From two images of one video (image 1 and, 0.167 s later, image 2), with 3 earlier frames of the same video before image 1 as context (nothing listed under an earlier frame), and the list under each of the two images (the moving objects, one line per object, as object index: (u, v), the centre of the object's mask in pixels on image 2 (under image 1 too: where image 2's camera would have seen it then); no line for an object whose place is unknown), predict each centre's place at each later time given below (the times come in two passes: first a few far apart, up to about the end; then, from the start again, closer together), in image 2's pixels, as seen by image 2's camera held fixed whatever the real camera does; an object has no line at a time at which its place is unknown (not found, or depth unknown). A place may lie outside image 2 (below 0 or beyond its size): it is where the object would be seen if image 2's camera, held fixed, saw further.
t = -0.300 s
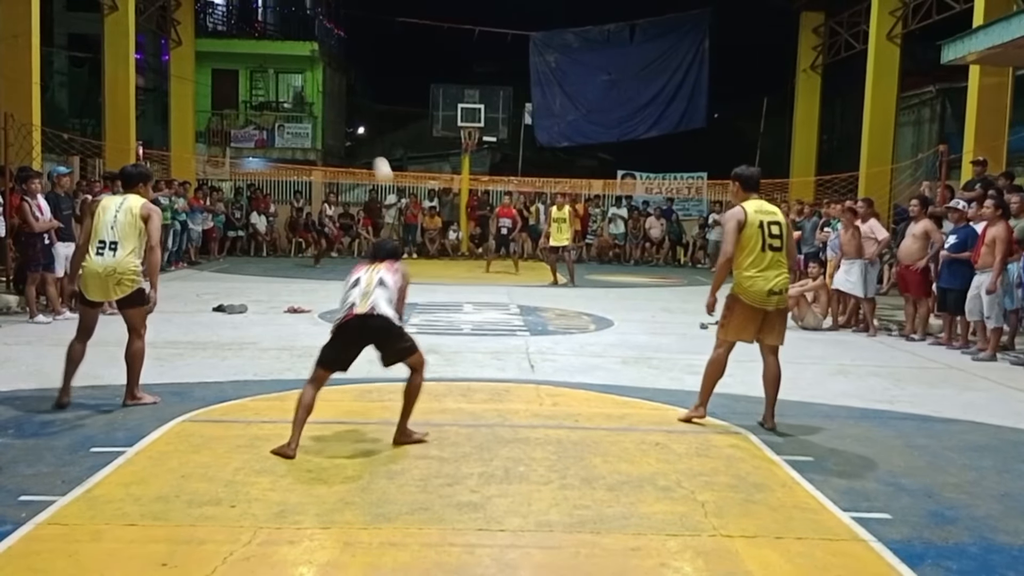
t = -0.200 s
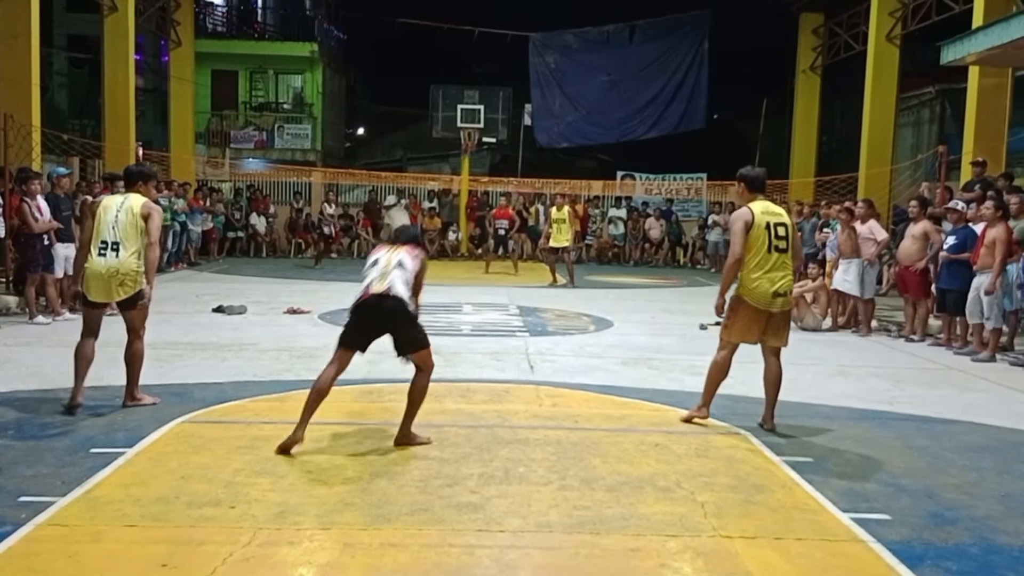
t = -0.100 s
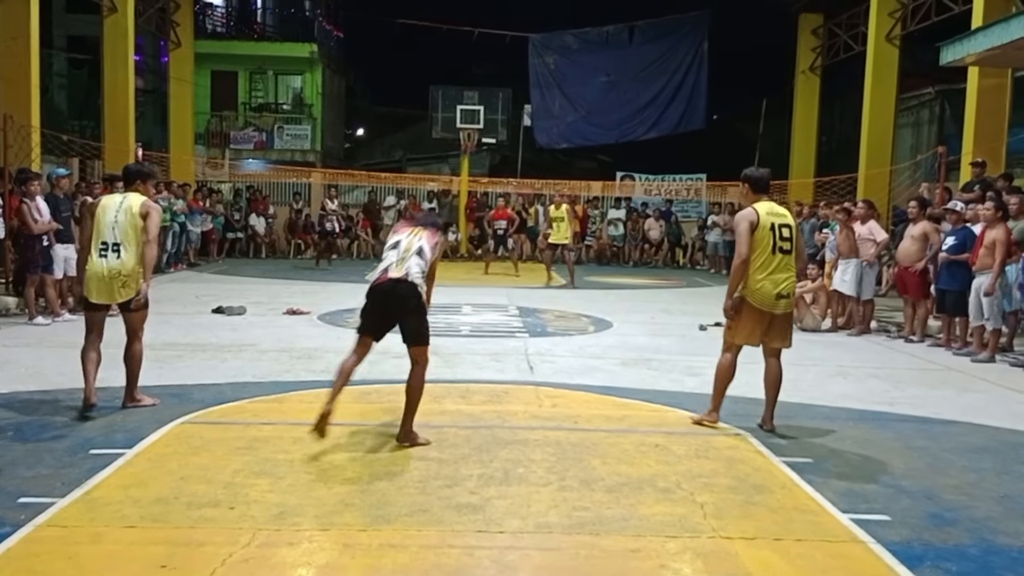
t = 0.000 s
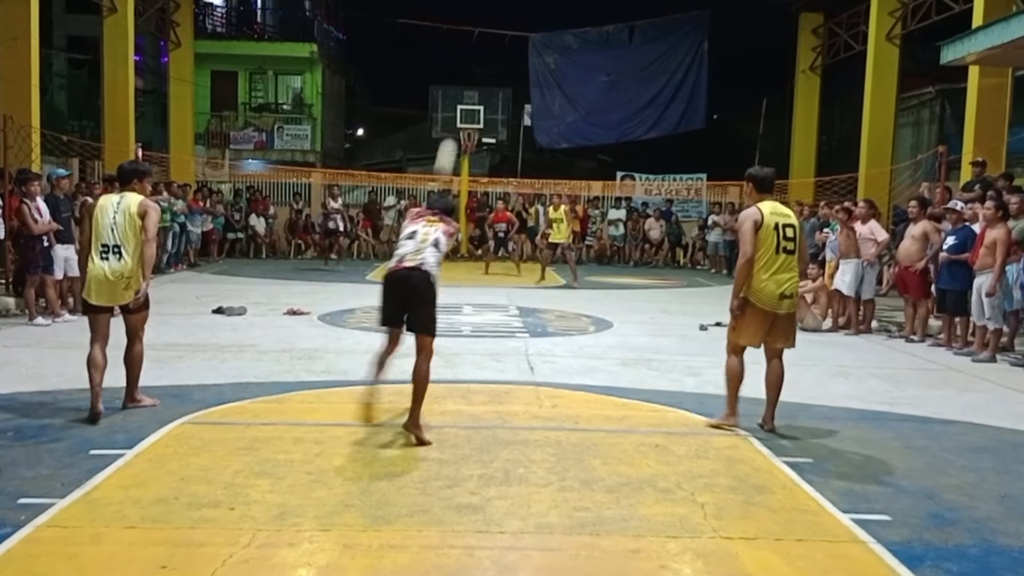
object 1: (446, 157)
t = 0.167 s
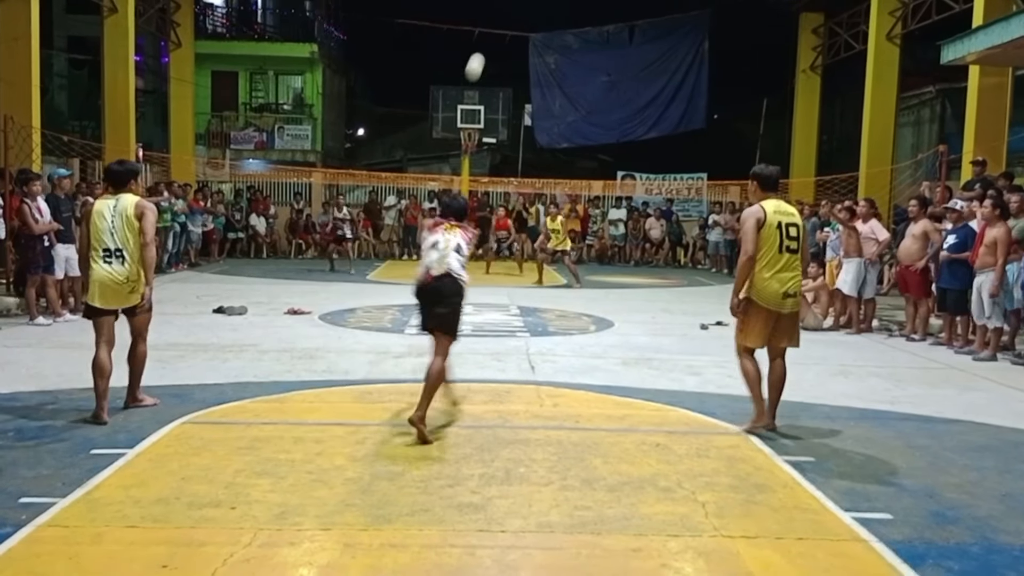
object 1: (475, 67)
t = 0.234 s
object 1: (484, 47)
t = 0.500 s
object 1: (508, 28)
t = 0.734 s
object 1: (520, 55)
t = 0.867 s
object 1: (524, 82)
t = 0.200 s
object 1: (479, 56)
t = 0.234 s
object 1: (484, 47)
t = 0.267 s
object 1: (488, 40)
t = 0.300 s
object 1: (492, 35)
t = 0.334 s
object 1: (495, 31)
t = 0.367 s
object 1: (498, 28)
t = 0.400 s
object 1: (501, 27)
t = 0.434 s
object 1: (504, 27)
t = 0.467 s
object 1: (506, 27)
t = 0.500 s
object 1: (508, 28)
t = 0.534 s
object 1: (510, 30)
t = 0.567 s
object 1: (512, 32)
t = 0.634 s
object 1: (515, 39)
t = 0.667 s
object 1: (517, 44)
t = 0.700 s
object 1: (518, 49)
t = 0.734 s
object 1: (520, 55)
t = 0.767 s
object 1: (521, 61)
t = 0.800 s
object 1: (522, 67)
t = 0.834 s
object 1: (523, 74)
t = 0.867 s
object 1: (524, 82)
